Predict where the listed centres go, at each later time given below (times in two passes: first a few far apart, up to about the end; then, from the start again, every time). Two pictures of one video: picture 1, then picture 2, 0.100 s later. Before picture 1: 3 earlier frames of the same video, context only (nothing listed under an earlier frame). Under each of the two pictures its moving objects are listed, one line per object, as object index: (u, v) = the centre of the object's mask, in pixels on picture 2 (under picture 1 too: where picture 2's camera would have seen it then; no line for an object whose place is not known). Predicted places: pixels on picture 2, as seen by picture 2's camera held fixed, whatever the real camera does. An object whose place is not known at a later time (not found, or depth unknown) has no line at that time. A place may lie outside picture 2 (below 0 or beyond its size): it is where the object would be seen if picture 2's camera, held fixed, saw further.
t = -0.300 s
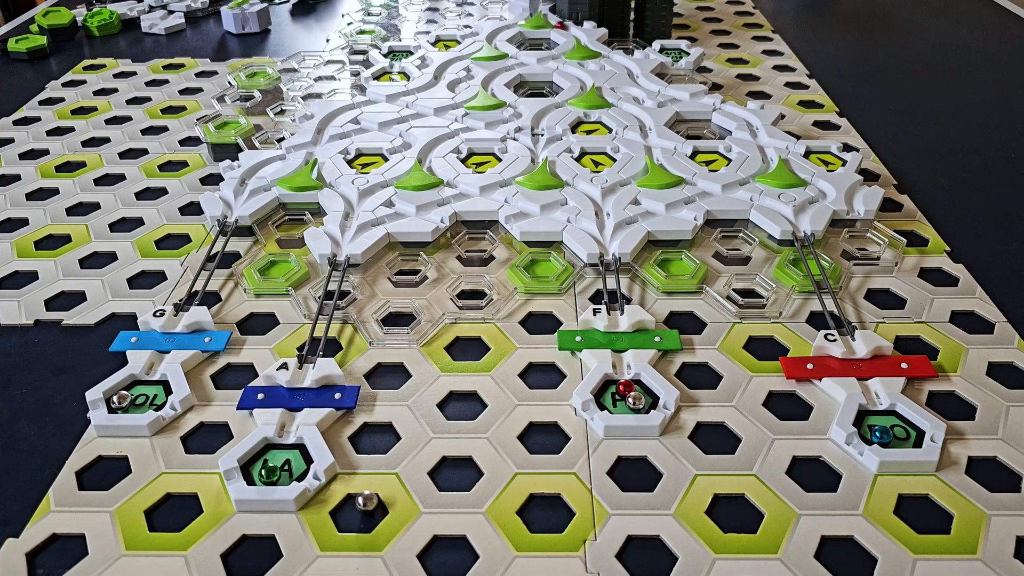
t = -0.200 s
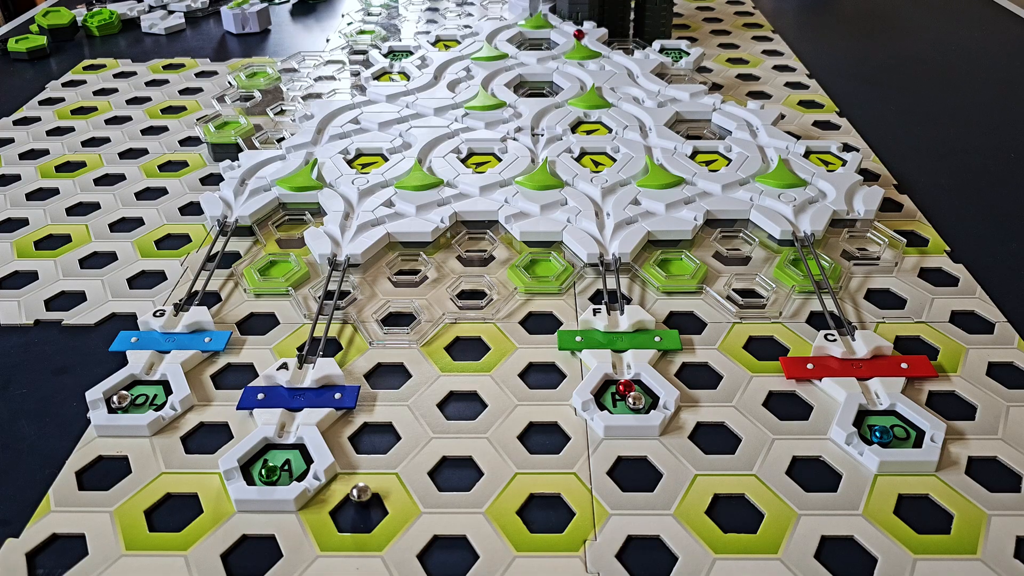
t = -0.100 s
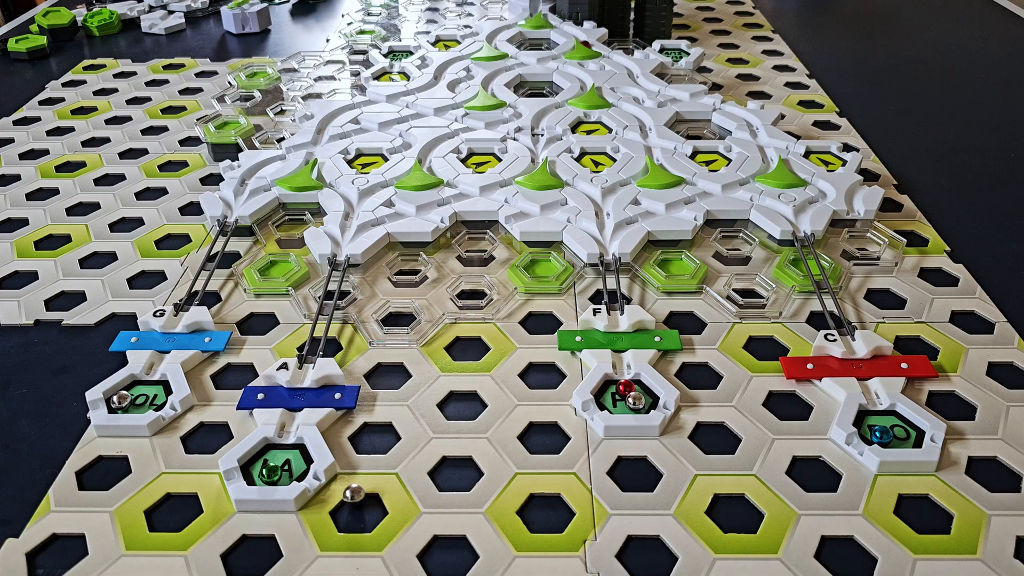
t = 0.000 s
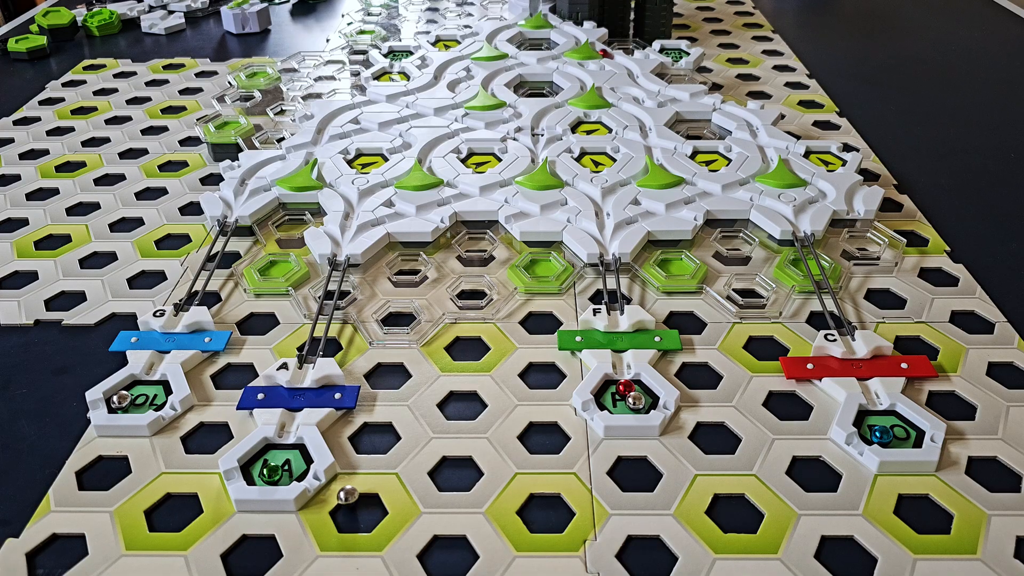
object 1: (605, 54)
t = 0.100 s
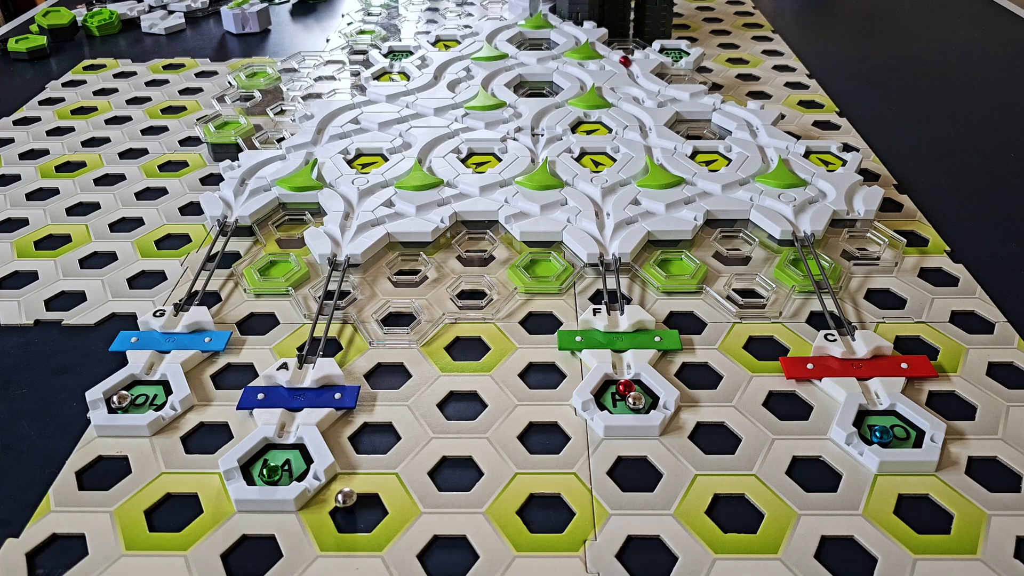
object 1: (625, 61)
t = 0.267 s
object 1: (642, 81)
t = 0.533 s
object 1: (732, 108)
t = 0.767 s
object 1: (766, 149)
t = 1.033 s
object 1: (719, 190)
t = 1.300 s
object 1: (621, 226)
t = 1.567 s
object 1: (616, 302)
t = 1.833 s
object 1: (622, 373)
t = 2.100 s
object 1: (623, 370)
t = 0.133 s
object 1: (629, 65)
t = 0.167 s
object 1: (633, 69)
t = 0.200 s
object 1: (634, 73)
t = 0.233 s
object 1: (636, 77)
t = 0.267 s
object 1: (642, 81)
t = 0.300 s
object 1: (650, 85)
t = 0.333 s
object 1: (661, 89)
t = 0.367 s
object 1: (672, 91)
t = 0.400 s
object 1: (683, 95)
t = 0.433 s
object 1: (695, 96)
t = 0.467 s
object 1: (708, 100)
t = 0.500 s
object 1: (720, 103)
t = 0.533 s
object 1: (732, 108)
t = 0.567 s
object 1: (742, 113)
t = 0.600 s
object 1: (749, 117)
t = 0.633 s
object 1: (754, 122)
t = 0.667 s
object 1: (756, 129)
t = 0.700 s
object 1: (759, 135)
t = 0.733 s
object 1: (763, 142)
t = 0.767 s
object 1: (766, 149)
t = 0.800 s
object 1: (769, 157)
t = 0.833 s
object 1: (769, 164)
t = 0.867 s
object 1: (765, 169)
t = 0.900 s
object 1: (757, 174)
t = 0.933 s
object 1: (750, 180)
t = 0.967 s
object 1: (740, 183)
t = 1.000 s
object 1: (730, 187)
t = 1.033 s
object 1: (719, 190)
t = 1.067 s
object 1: (706, 194)
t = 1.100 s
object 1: (695, 197)
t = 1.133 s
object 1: (684, 202)
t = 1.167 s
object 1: (673, 206)
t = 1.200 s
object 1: (659, 210)
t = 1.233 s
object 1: (646, 215)
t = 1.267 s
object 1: (632, 220)
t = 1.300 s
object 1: (621, 226)
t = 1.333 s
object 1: (613, 233)
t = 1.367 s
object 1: (605, 243)
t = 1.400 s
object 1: (607, 249)
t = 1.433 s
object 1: (609, 259)
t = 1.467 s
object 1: (610, 267)
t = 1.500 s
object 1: (611, 278)
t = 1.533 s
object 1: (613, 291)
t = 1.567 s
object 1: (616, 302)
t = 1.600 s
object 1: (616, 312)
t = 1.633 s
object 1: (617, 324)
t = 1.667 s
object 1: (620, 339)
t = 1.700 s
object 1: (621, 356)
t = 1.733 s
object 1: (623, 368)
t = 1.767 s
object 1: (623, 373)
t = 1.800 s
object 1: (622, 373)
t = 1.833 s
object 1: (622, 373)
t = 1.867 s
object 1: (623, 373)
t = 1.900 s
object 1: (623, 373)
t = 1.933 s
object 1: (625, 373)
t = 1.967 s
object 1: (626, 372)
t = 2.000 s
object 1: (625, 372)
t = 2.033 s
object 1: (624, 371)
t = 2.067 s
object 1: (623, 371)
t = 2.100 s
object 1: (623, 370)
